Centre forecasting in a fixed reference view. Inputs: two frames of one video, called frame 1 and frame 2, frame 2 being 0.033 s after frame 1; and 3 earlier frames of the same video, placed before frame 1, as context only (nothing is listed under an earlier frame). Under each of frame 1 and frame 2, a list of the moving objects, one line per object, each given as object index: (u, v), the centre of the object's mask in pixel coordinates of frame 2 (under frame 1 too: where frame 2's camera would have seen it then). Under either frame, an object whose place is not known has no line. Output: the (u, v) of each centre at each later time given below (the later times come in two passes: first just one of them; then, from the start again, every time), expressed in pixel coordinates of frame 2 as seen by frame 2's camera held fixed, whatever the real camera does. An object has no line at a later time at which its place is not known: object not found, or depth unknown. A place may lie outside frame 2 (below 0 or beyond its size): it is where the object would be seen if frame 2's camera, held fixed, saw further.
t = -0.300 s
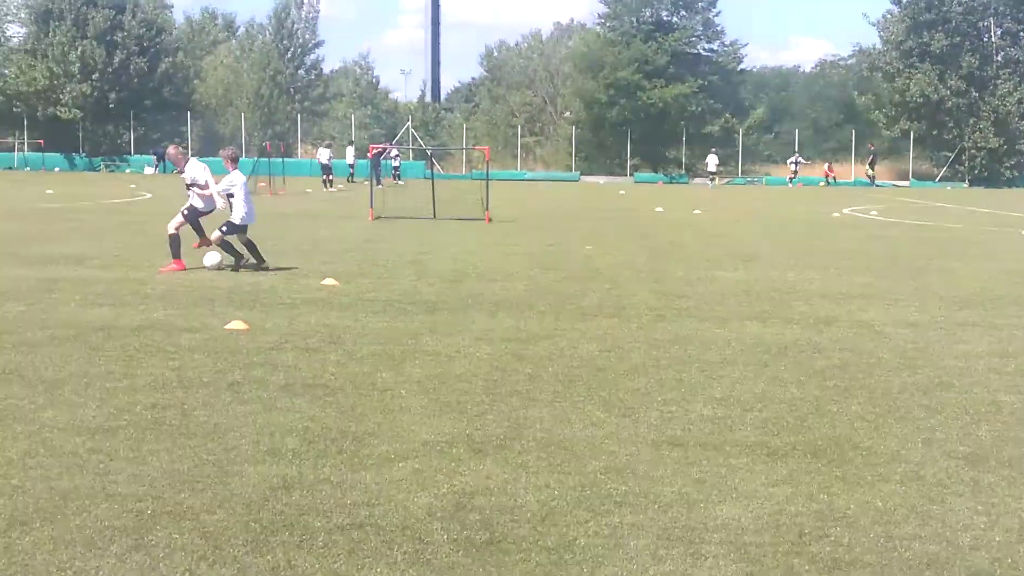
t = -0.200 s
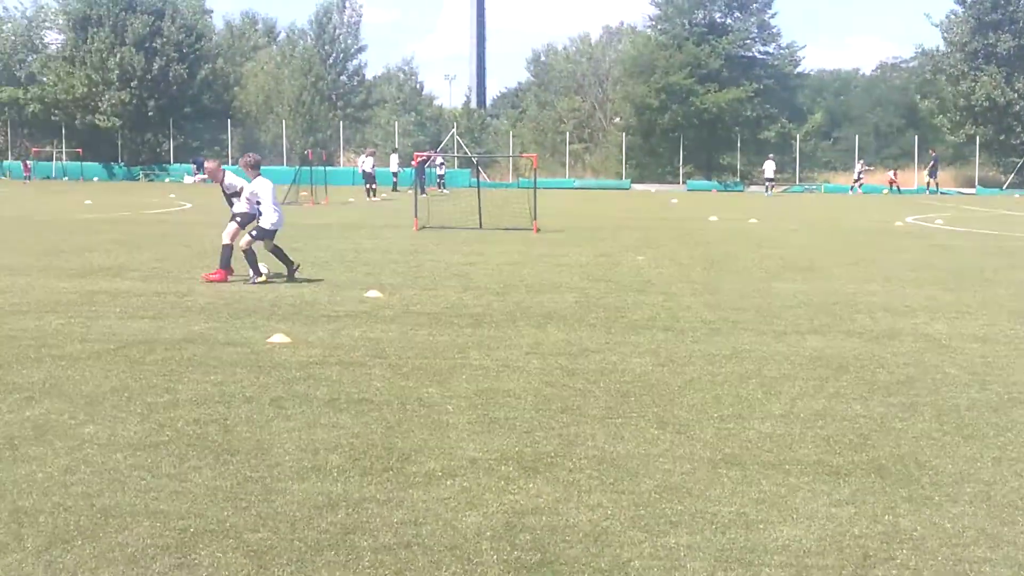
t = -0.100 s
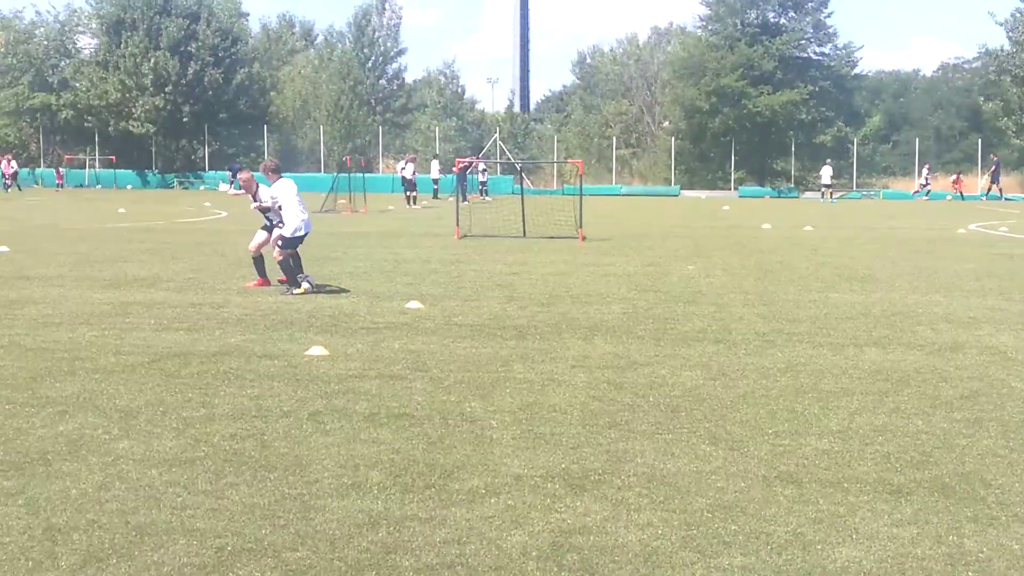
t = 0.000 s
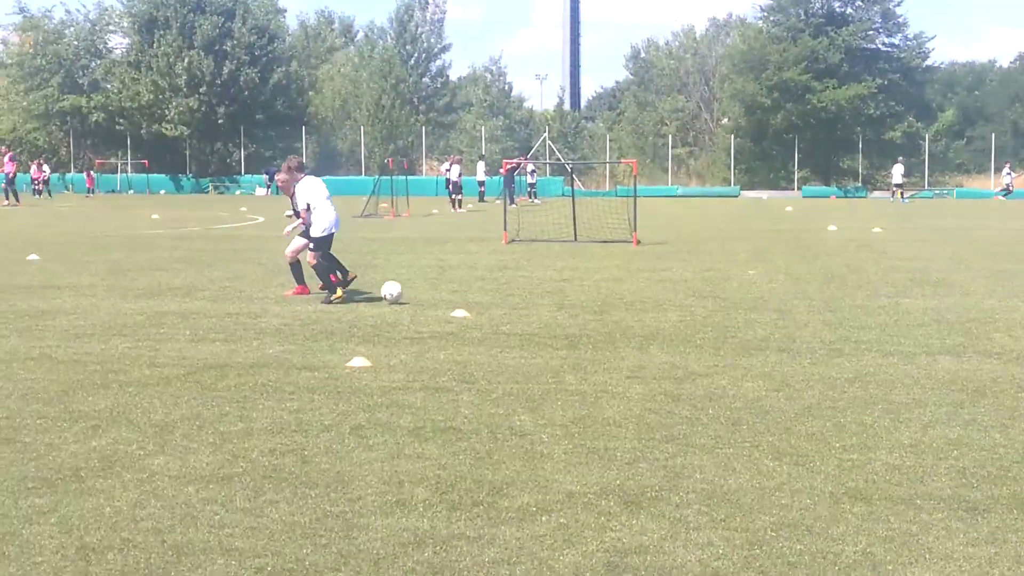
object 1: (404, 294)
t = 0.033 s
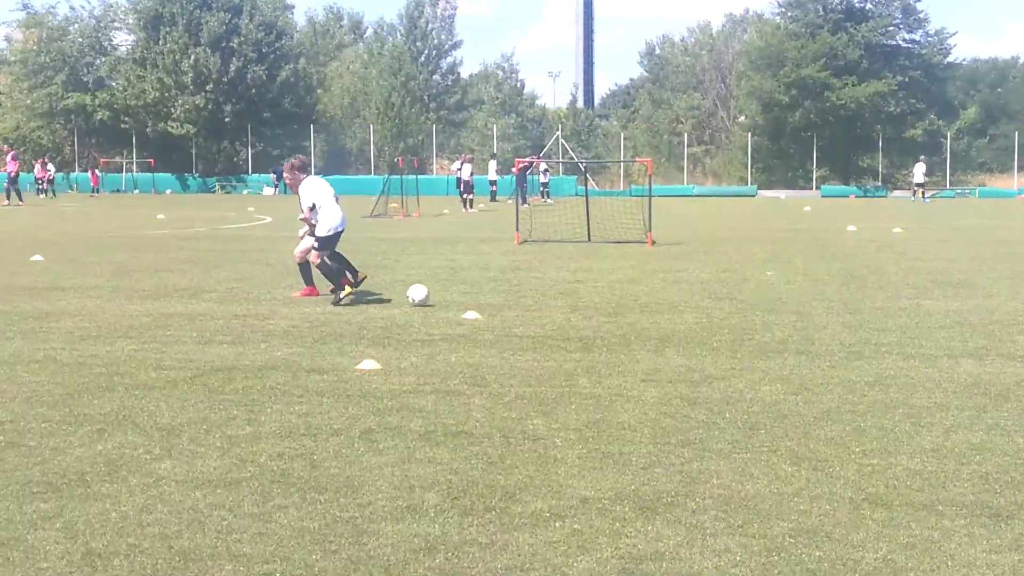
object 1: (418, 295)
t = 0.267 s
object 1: (515, 299)
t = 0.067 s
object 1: (432, 297)
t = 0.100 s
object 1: (445, 296)
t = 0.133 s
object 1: (458, 294)
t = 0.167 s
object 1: (472, 294)
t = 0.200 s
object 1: (487, 297)
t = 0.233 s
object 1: (501, 300)
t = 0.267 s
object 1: (515, 299)
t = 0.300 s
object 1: (527, 299)
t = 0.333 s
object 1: (539, 299)
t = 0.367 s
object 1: (553, 301)
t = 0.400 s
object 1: (567, 302)
